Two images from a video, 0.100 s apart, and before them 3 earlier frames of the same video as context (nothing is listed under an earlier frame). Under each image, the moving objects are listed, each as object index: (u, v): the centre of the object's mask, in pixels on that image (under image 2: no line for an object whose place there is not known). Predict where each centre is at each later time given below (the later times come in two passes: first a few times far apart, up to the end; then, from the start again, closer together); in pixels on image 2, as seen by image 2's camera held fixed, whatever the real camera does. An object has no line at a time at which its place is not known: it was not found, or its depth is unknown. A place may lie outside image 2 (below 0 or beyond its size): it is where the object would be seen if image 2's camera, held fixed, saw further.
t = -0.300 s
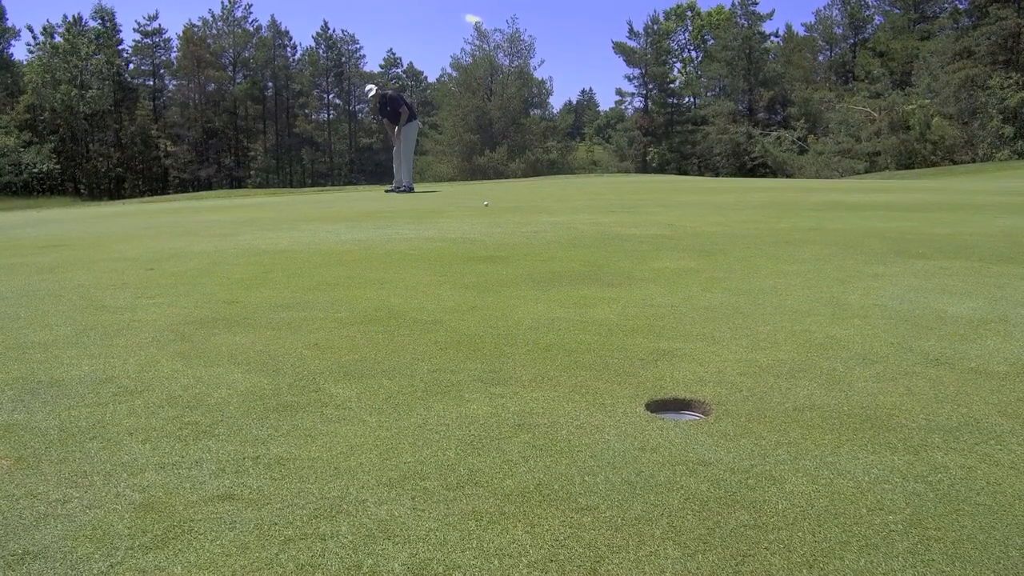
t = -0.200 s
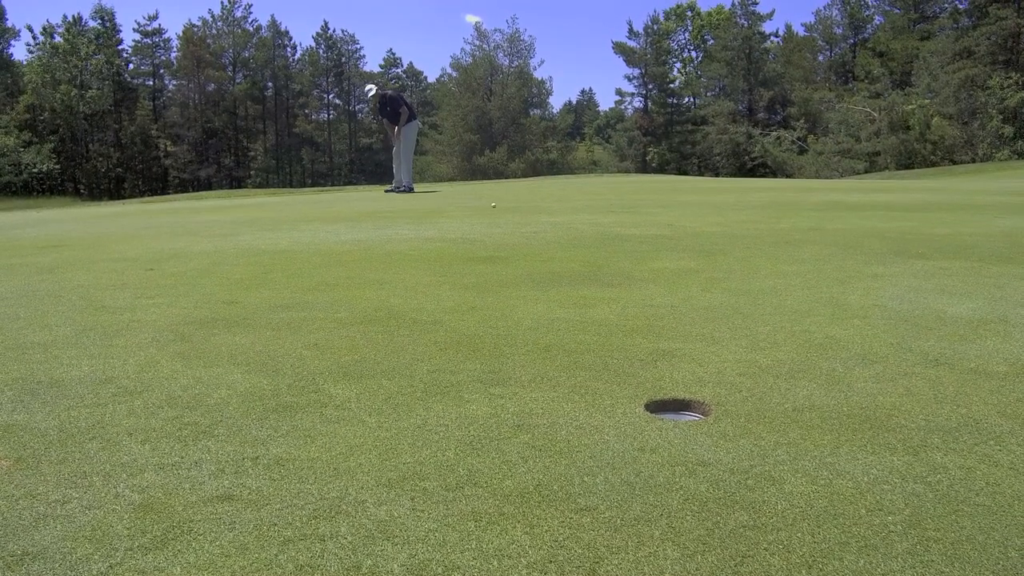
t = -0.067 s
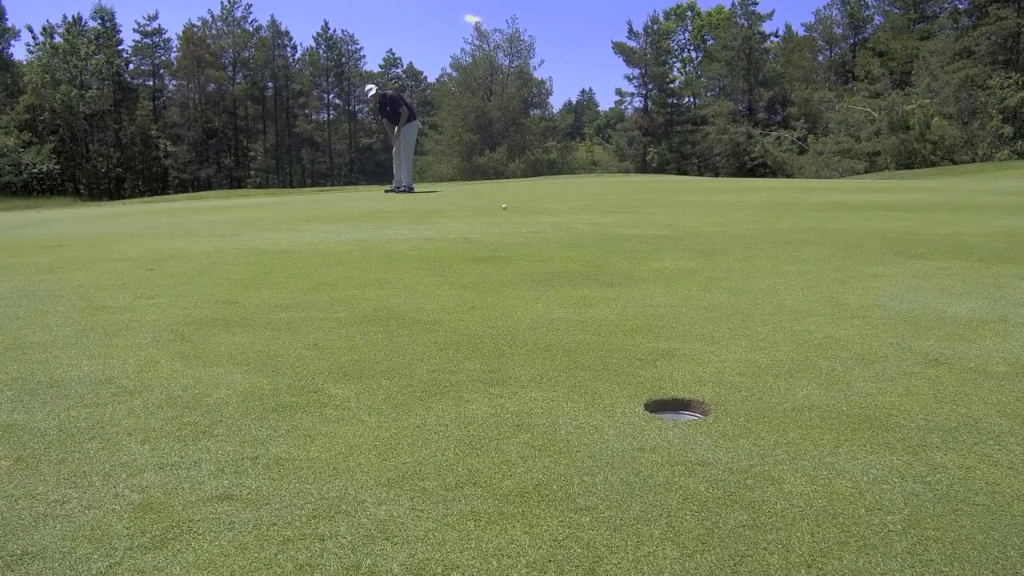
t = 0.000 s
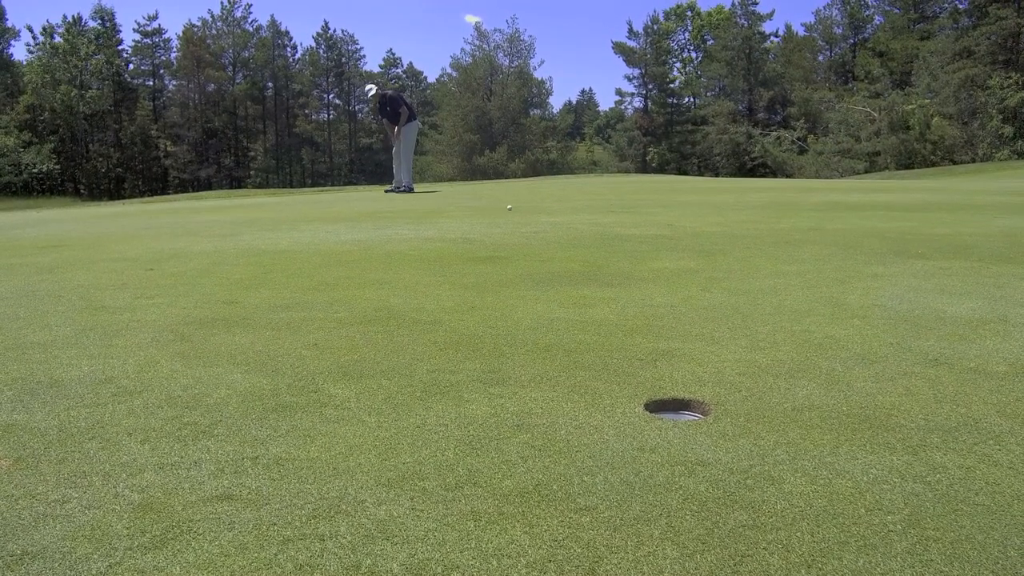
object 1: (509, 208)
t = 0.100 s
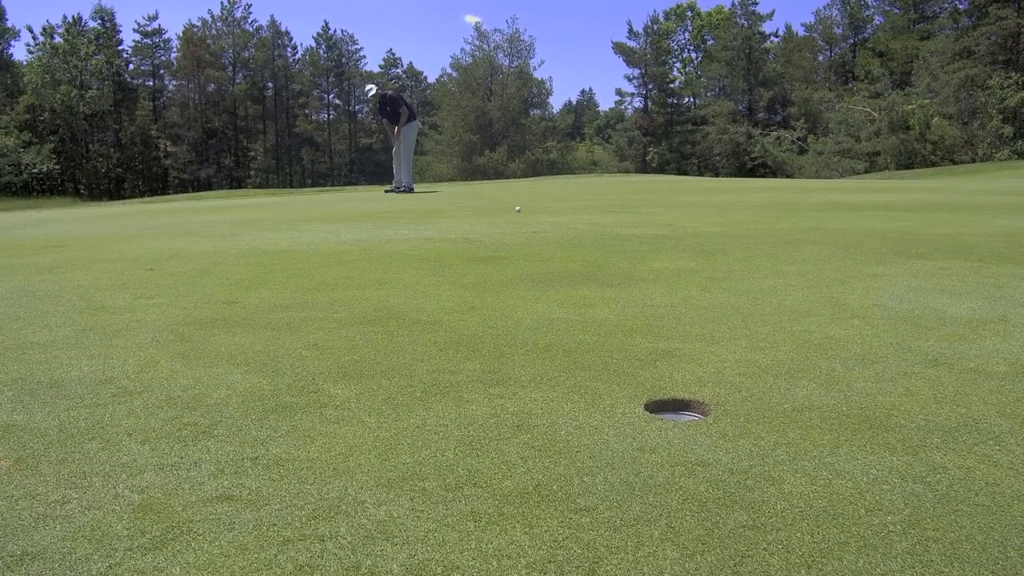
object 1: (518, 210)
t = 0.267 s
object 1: (532, 212)
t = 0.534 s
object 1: (555, 216)
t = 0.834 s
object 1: (583, 222)
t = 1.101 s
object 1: (608, 228)
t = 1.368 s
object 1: (633, 235)
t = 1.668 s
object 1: (661, 244)
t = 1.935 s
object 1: (685, 254)
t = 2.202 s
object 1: (708, 264)
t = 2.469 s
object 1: (731, 277)
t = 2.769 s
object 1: (760, 293)
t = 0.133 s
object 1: (521, 210)
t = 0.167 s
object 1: (524, 210)
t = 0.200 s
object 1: (527, 211)
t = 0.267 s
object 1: (532, 212)
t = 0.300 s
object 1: (534, 212)
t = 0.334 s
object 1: (537, 213)
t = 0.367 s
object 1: (540, 213)
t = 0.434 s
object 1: (546, 214)
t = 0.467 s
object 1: (549, 215)
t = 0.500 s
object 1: (552, 215)
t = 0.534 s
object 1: (555, 216)
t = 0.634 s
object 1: (564, 218)
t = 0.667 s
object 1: (567, 218)
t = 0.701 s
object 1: (570, 219)
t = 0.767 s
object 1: (576, 220)
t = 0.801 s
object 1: (580, 221)
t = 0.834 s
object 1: (583, 222)
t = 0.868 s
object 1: (586, 222)
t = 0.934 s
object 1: (592, 224)
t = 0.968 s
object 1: (595, 224)
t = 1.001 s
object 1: (598, 225)
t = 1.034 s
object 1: (602, 226)
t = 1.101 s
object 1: (608, 228)
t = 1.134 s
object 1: (611, 229)
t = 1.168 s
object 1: (614, 230)
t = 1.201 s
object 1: (617, 230)
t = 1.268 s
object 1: (624, 232)
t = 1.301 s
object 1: (627, 233)
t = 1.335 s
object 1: (630, 234)
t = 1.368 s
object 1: (633, 235)
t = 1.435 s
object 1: (639, 237)
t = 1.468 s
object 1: (642, 238)
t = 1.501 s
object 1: (645, 238)
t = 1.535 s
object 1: (648, 240)
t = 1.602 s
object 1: (654, 242)
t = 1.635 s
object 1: (658, 243)
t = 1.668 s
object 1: (661, 244)
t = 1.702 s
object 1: (664, 245)
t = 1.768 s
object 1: (670, 248)
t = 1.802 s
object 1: (673, 249)
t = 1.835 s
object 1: (676, 250)
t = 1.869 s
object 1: (679, 251)
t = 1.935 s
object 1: (685, 254)
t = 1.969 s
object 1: (687, 255)
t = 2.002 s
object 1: (690, 256)
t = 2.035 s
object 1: (694, 257)
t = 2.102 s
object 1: (699, 260)
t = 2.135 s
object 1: (702, 262)
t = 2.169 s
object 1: (705, 263)
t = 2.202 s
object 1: (708, 264)
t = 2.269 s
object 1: (713, 267)
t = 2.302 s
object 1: (716, 269)
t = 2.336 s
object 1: (719, 270)
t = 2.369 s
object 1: (722, 272)
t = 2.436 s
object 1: (729, 275)
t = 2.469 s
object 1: (731, 277)
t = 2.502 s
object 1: (735, 279)
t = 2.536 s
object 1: (738, 280)
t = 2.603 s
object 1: (744, 284)
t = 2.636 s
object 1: (748, 286)
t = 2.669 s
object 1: (751, 287)
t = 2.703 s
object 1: (754, 289)
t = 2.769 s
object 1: (760, 293)
